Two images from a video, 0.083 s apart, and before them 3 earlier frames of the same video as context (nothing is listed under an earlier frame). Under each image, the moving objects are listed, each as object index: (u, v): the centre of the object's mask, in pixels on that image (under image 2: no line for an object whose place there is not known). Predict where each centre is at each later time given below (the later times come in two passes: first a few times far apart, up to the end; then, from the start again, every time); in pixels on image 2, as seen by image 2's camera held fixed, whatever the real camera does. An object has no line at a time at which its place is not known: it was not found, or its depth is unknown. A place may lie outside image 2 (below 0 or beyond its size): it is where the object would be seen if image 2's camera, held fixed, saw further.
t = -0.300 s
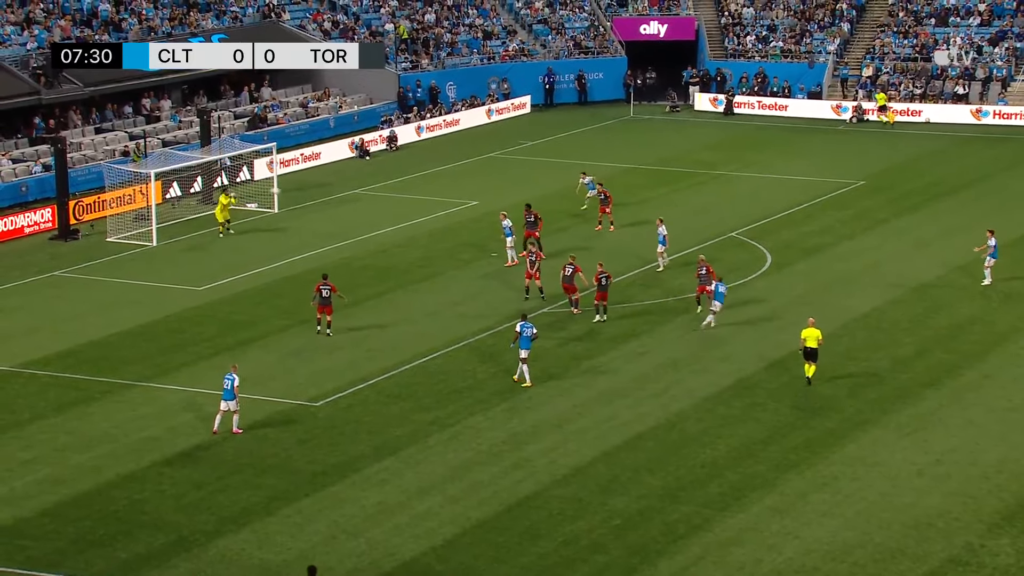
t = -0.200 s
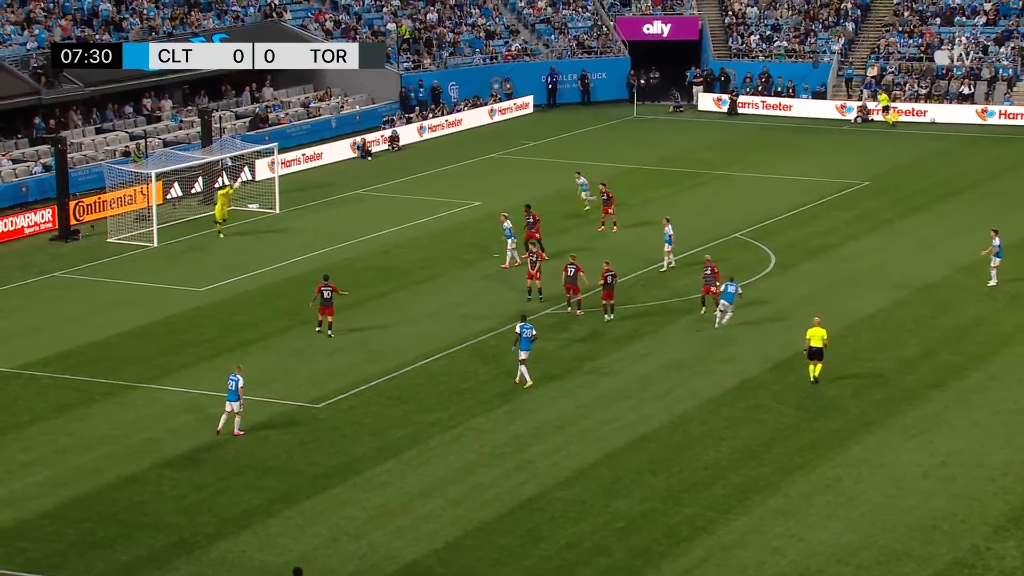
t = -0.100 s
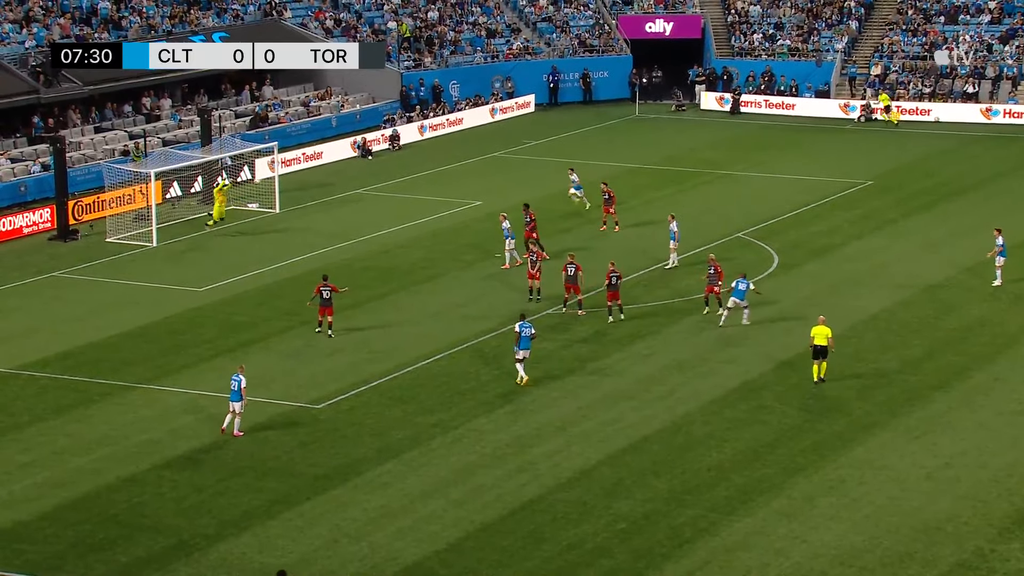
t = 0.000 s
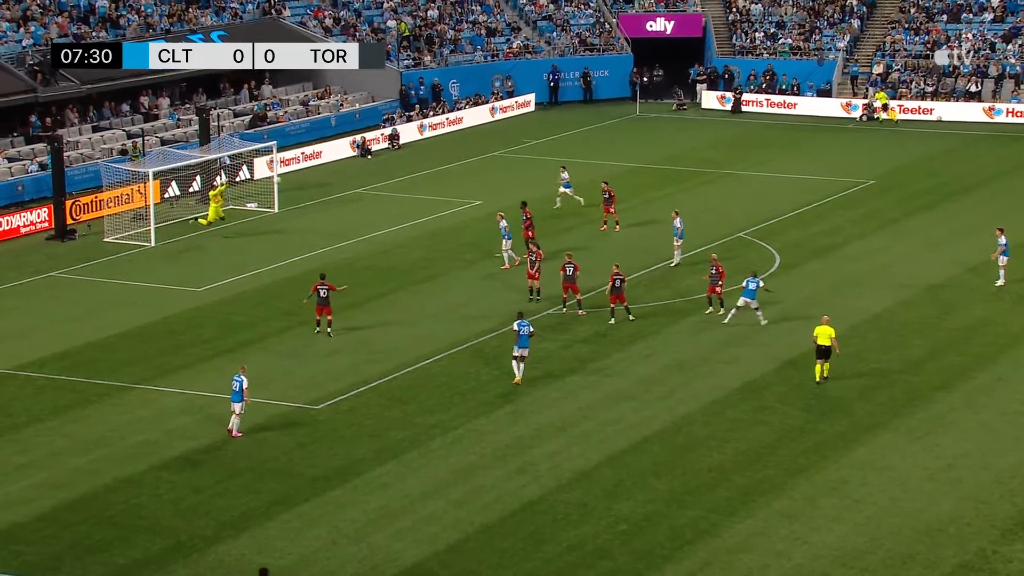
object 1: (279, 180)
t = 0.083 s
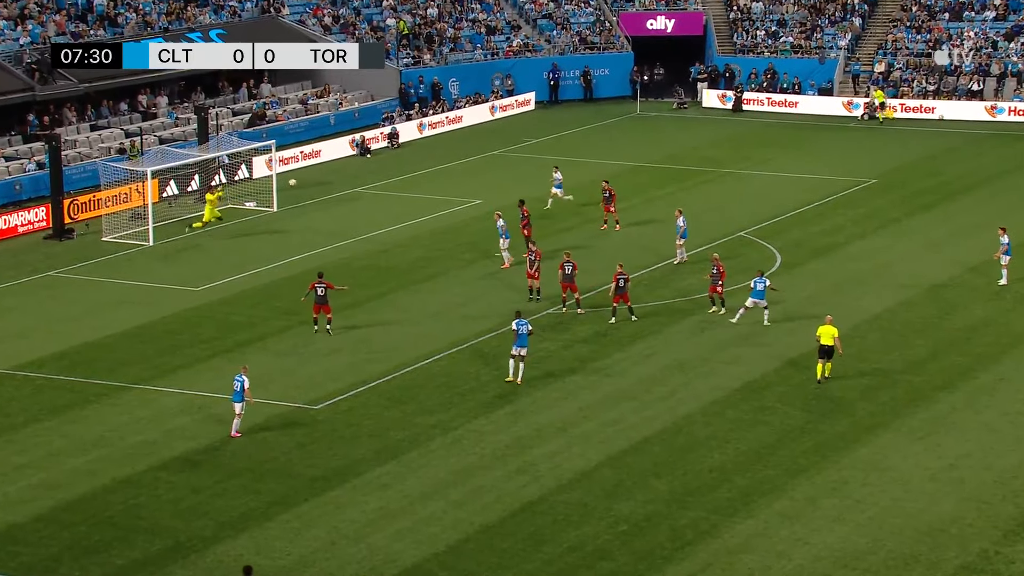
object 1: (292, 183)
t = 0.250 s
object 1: (323, 196)
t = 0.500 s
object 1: (366, 239)
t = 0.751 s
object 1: (405, 299)
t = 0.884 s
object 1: (426, 285)
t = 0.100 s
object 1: (295, 183)
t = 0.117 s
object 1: (298, 184)
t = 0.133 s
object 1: (301, 185)
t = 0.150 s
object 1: (305, 187)
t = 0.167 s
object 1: (308, 188)
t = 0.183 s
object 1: (311, 189)
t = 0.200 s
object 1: (314, 191)
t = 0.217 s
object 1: (317, 193)
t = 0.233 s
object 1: (320, 195)
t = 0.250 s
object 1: (323, 196)
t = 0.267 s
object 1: (326, 199)
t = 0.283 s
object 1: (329, 201)
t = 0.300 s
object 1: (332, 203)
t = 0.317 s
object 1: (335, 206)
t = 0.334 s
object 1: (338, 208)
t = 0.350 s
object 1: (341, 210)
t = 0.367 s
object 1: (344, 214)
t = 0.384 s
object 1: (347, 217)
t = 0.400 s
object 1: (350, 219)
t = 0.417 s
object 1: (353, 222)
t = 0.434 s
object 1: (356, 226)
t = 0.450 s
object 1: (358, 228)
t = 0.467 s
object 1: (361, 232)
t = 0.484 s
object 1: (364, 236)
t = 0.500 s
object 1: (366, 239)
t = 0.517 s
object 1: (369, 244)
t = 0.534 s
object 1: (371, 247)
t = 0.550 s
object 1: (374, 251)
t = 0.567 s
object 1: (377, 256)
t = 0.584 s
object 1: (380, 259)
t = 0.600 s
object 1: (382, 264)
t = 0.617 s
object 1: (385, 268)
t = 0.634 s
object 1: (388, 273)
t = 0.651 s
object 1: (390, 277)
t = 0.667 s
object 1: (392, 282)
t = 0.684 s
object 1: (395, 286)
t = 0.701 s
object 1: (397, 291)
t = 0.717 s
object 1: (400, 296)
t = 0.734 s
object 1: (402, 300)
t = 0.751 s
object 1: (405, 299)
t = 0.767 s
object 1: (407, 296)
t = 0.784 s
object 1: (410, 295)
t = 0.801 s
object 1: (413, 292)
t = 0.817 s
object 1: (416, 291)
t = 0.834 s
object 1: (418, 289)
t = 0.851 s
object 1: (421, 288)
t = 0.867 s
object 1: (423, 286)
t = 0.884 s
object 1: (426, 285)
